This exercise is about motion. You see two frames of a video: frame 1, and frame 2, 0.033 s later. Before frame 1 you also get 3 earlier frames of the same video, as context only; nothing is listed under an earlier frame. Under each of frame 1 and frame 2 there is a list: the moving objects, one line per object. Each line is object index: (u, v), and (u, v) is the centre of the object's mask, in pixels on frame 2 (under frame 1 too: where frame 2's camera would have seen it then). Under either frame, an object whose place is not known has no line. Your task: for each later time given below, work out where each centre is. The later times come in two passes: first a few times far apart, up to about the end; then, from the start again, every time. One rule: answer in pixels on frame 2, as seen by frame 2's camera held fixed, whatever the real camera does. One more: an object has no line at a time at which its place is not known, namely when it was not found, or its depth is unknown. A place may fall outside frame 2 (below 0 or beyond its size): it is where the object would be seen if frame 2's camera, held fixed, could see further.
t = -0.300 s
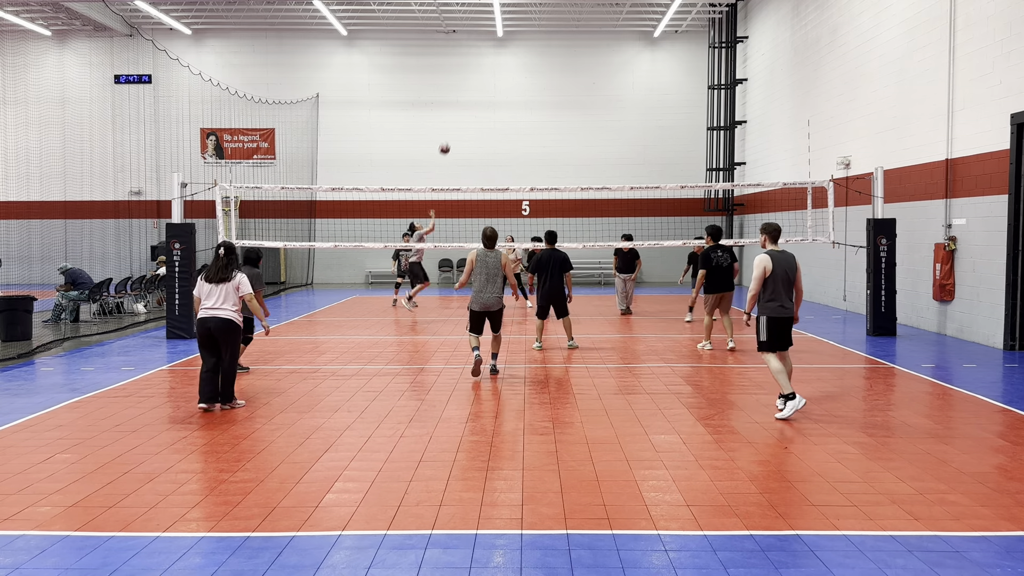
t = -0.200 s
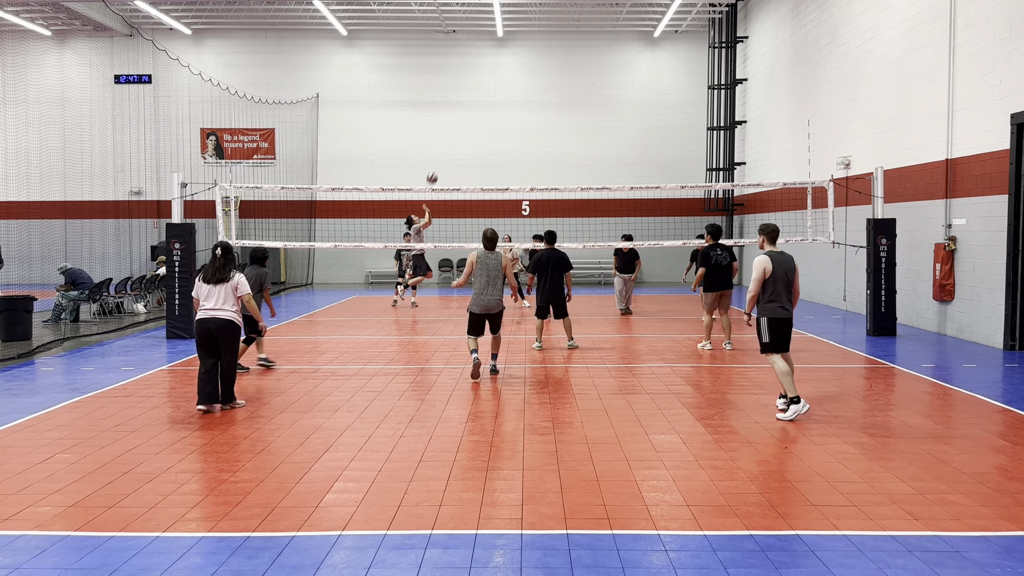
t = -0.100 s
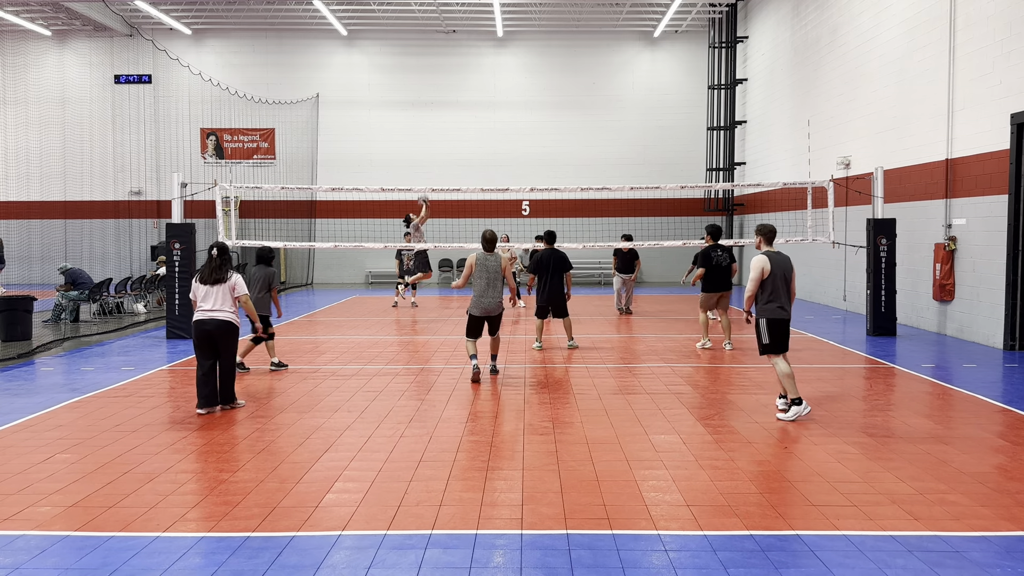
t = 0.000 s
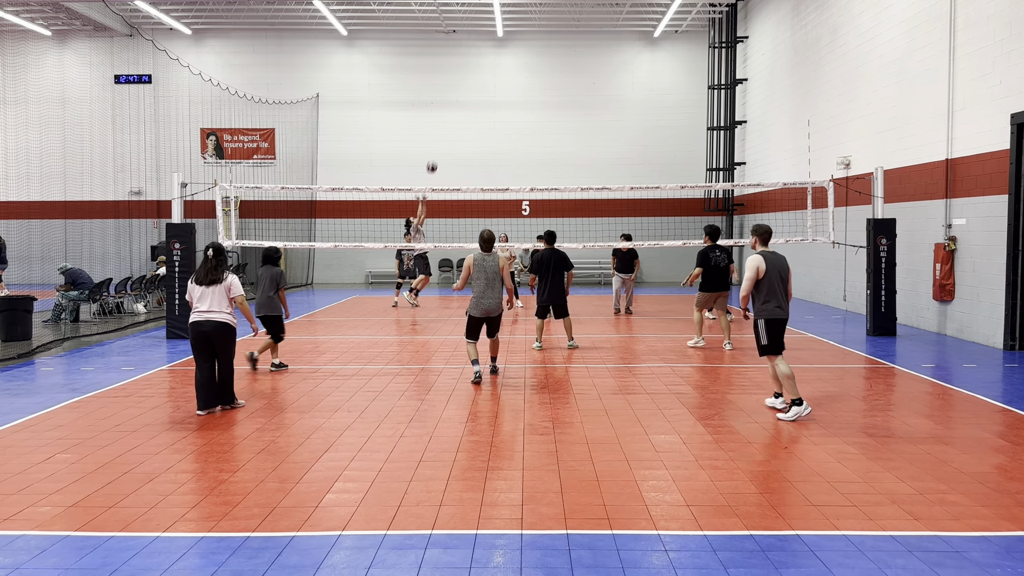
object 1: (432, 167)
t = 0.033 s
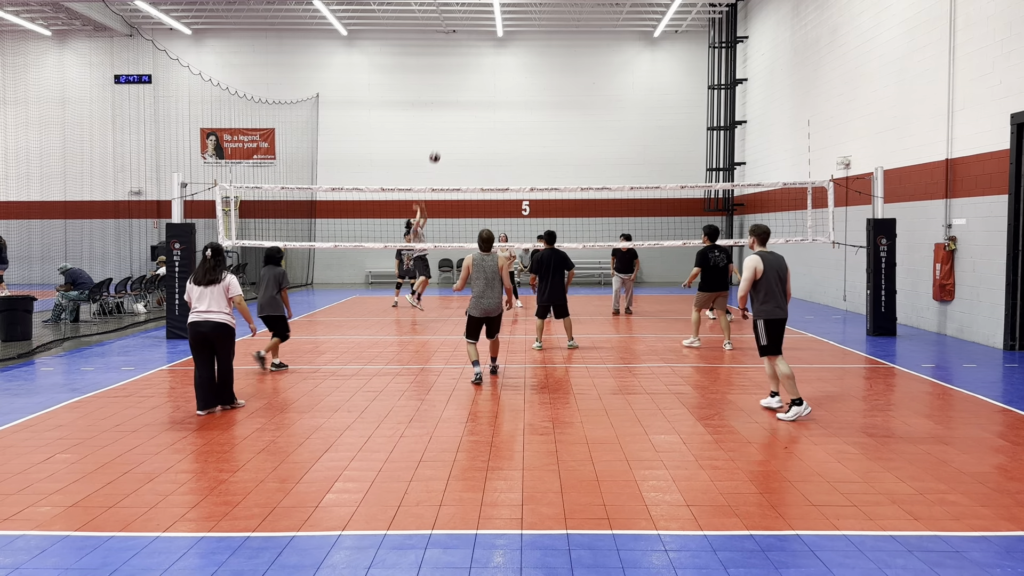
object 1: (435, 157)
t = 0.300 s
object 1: (459, 98)
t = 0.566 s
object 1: (483, 78)
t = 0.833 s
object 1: (507, 98)
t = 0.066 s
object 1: (437, 148)
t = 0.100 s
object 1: (441, 139)
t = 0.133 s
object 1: (444, 130)
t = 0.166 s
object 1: (447, 123)
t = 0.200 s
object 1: (450, 116)
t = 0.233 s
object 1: (453, 109)
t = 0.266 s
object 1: (456, 103)
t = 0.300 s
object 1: (459, 98)
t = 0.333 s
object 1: (462, 93)
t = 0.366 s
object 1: (465, 89)
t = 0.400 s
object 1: (468, 86)
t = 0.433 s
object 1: (471, 83)
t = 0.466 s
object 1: (474, 81)
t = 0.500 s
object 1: (477, 79)
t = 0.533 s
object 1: (480, 79)
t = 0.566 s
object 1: (483, 78)
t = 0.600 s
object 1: (486, 78)
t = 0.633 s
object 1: (489, 79)
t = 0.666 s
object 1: (492, 81)
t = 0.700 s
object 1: (495, 83)
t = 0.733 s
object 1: (498, 86)
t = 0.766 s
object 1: (501, 89)
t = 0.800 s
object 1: (504, 93)
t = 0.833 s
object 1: (507, 98)
